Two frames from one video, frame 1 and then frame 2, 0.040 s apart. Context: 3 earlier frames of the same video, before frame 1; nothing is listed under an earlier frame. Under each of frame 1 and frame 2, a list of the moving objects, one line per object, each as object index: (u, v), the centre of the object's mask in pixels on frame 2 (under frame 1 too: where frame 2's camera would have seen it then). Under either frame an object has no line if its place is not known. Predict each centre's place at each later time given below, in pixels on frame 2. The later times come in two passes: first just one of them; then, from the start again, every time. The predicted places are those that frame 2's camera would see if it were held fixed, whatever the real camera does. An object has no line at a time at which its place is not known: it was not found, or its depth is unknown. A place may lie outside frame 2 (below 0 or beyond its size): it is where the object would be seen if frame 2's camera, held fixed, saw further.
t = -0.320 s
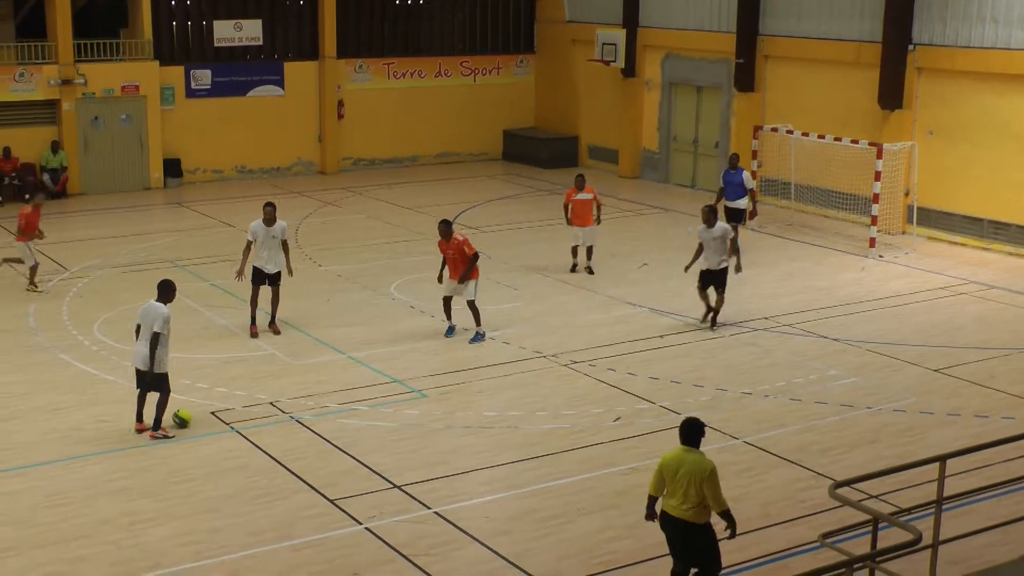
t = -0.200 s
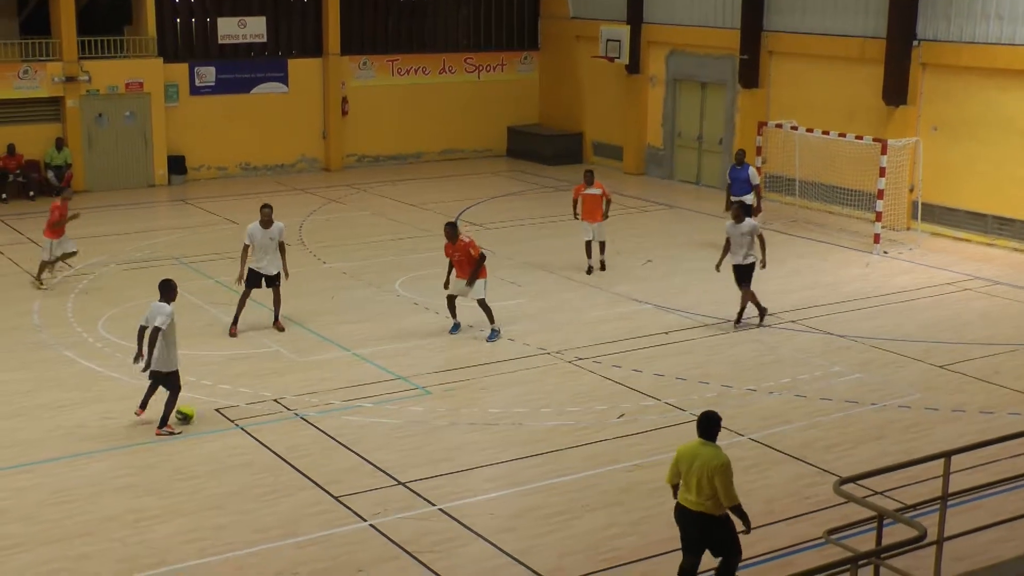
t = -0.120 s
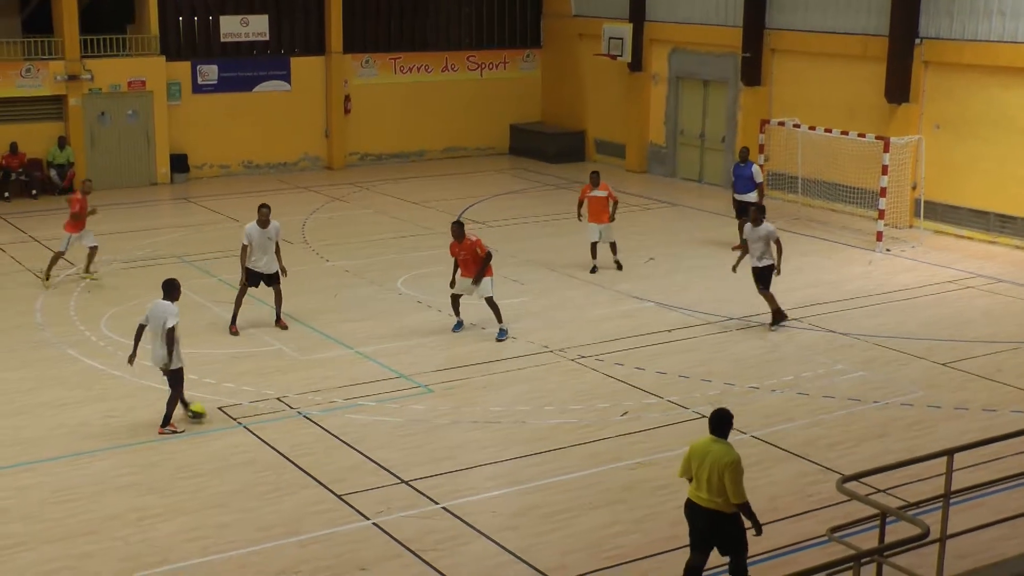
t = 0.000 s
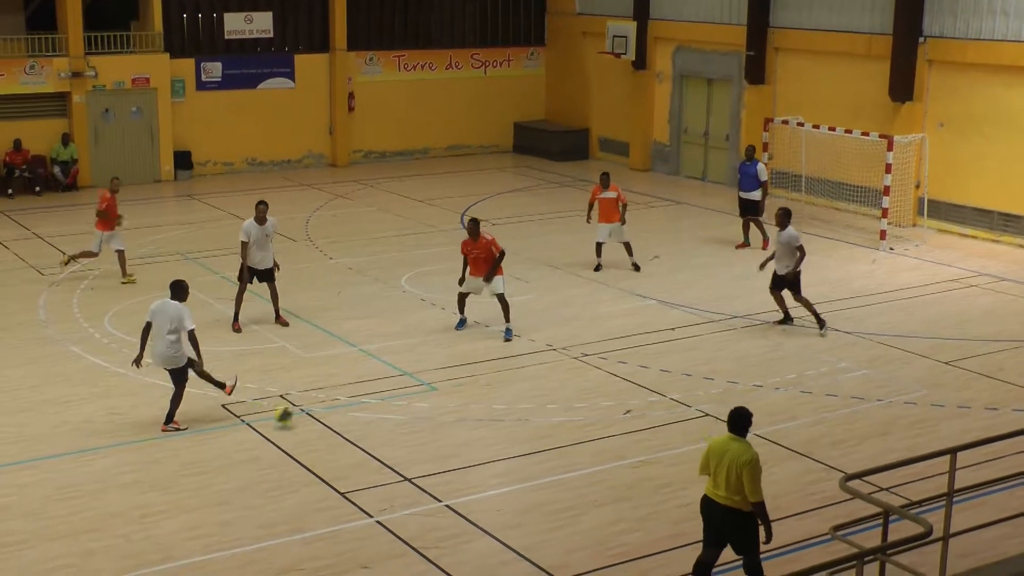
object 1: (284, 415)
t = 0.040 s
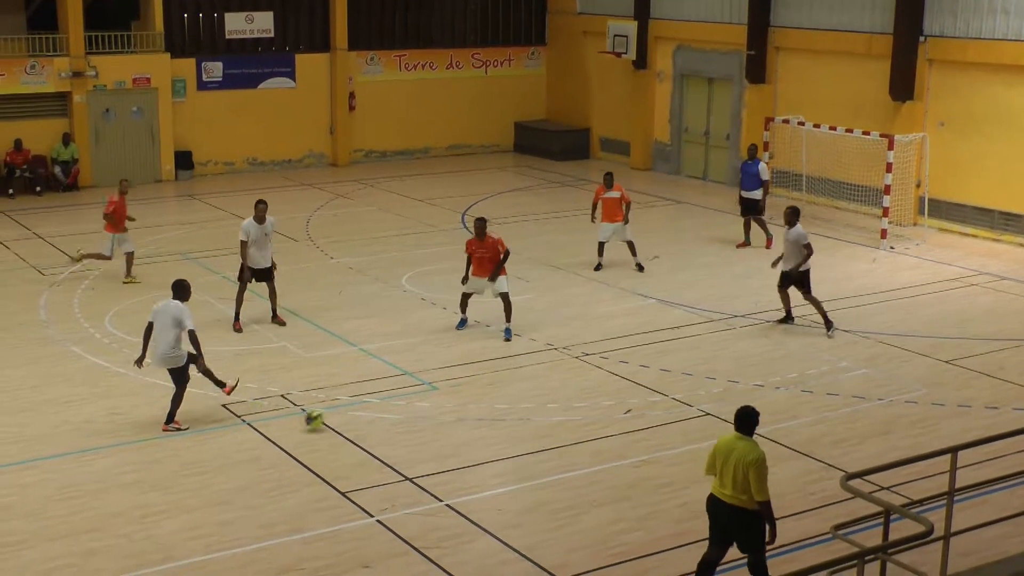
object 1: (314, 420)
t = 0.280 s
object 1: (472, 439)
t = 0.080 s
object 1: (343, 426)
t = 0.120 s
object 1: (370, 428)
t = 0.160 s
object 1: (396, 430)
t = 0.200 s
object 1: (422, 435)
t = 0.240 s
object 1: (447, 436)
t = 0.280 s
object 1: (472, 439)
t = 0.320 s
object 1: (498, 442)
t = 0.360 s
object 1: (523, 444)
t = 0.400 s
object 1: (547, 446)
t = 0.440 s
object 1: (570, 449)
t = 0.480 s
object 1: (591, 450)
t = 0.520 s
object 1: (613, 452)
